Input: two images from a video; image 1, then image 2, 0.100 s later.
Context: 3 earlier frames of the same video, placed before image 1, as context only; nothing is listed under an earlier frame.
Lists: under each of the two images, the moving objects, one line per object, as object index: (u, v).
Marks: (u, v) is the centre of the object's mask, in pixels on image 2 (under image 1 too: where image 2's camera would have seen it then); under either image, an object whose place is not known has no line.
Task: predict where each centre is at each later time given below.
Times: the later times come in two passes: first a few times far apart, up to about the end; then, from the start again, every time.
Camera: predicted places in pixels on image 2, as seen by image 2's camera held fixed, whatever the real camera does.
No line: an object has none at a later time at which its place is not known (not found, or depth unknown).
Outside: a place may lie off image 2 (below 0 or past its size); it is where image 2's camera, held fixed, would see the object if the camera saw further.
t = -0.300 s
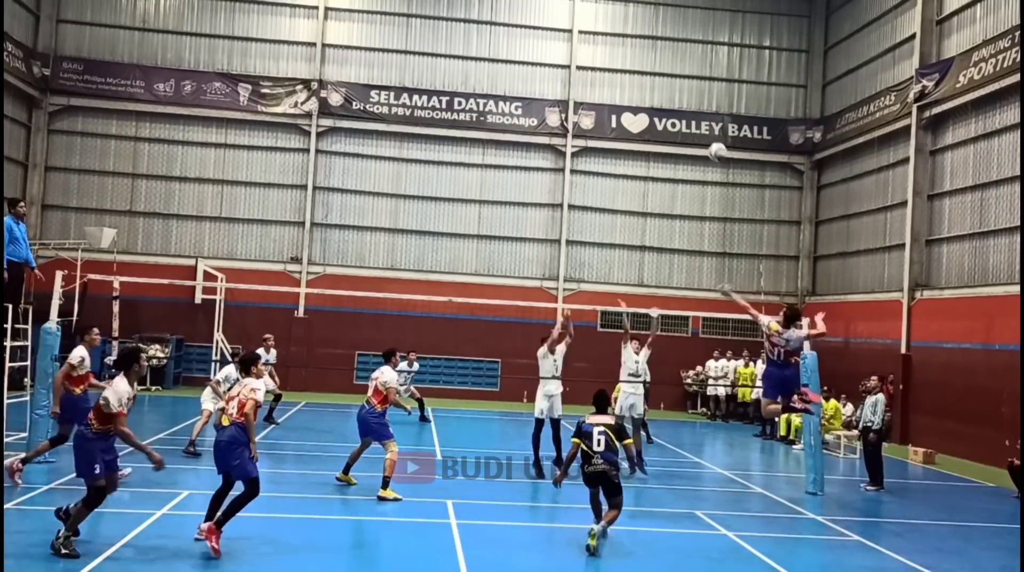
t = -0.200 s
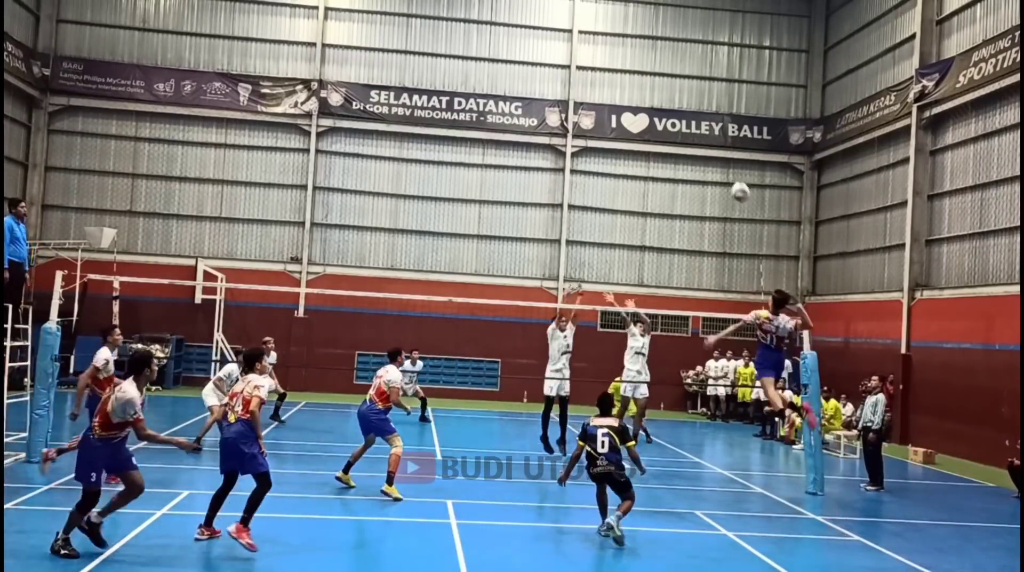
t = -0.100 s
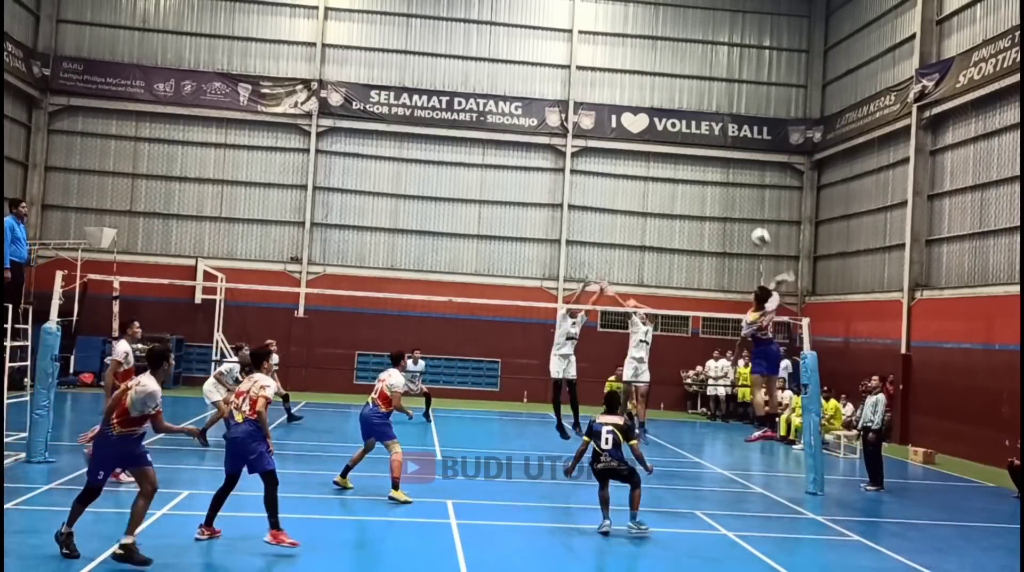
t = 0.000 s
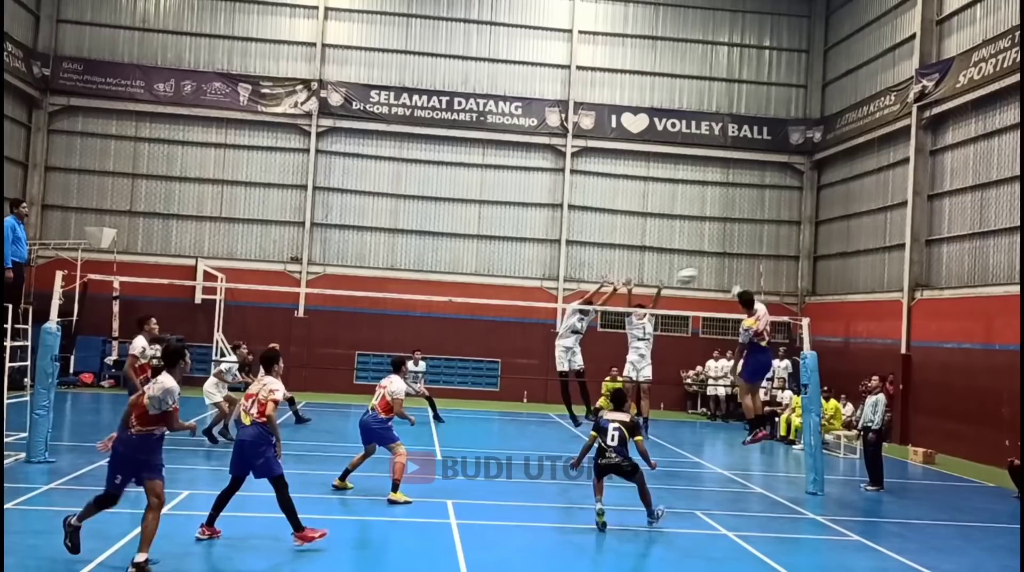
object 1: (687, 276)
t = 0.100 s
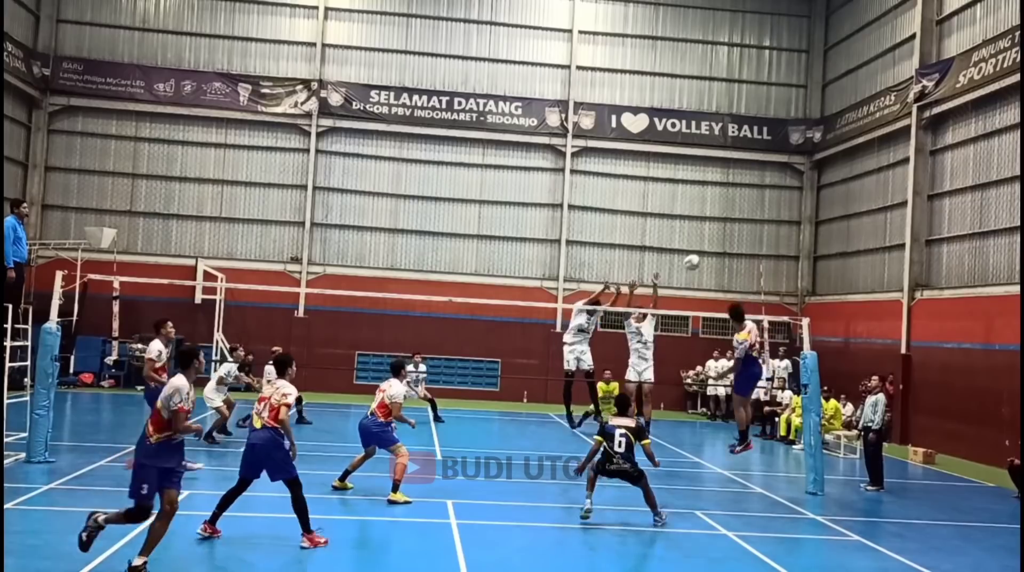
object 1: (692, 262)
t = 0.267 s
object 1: (742, 232)
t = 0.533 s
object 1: (816, 226)
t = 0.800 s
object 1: (884, 268)
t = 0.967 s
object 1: (922, 316)
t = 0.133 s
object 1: (702, 255)
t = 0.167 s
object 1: (713, 247)
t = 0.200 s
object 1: (722, 242)
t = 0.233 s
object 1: (732, 237)
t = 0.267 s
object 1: (742, 232)
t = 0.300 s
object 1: (751, 229)
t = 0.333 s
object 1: (762, 226)
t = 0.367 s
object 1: (771, 224)
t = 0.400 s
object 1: (780, 223)
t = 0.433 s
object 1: (790, 223)
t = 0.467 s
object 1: (799, 223)
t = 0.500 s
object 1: (807, 224)
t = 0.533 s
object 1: (816, 226)
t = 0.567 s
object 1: (825, 228)
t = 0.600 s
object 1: (834, 232)
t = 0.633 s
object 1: (842, 236)
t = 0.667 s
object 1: (850, 241)
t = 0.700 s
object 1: (859, 247)
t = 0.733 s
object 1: (867, 253)
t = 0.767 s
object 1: (875, 260)
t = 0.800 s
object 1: (884, 268)
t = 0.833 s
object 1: (891, 276)
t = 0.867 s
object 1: (899, 285)
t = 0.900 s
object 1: (907, 295)
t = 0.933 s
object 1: (913, 305)
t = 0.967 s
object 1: (922, 316)
